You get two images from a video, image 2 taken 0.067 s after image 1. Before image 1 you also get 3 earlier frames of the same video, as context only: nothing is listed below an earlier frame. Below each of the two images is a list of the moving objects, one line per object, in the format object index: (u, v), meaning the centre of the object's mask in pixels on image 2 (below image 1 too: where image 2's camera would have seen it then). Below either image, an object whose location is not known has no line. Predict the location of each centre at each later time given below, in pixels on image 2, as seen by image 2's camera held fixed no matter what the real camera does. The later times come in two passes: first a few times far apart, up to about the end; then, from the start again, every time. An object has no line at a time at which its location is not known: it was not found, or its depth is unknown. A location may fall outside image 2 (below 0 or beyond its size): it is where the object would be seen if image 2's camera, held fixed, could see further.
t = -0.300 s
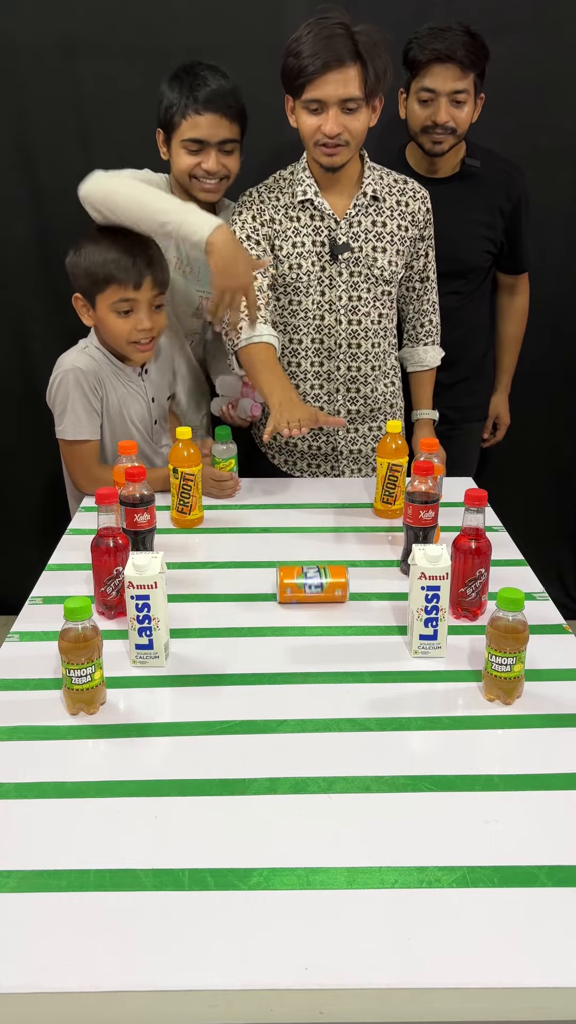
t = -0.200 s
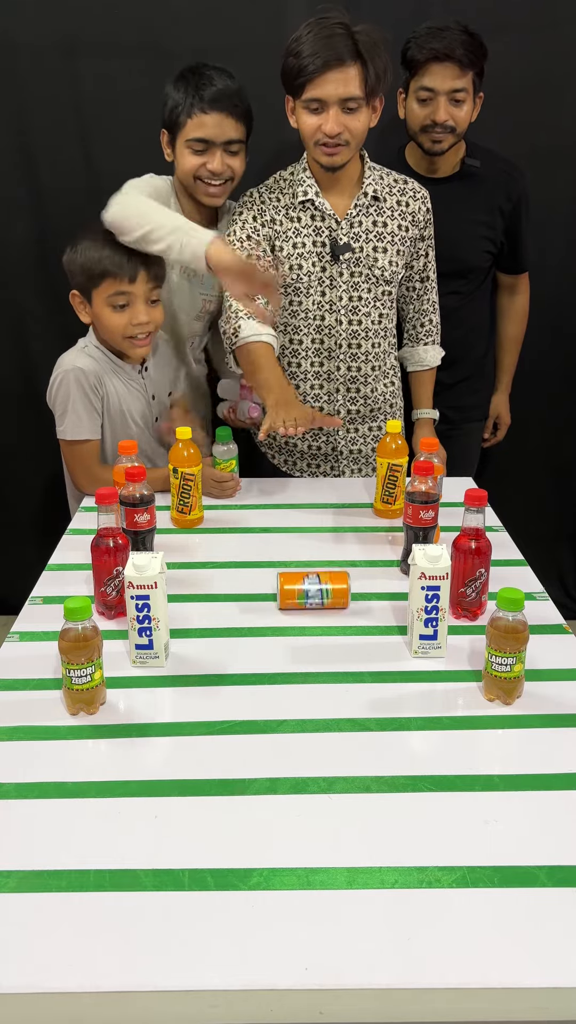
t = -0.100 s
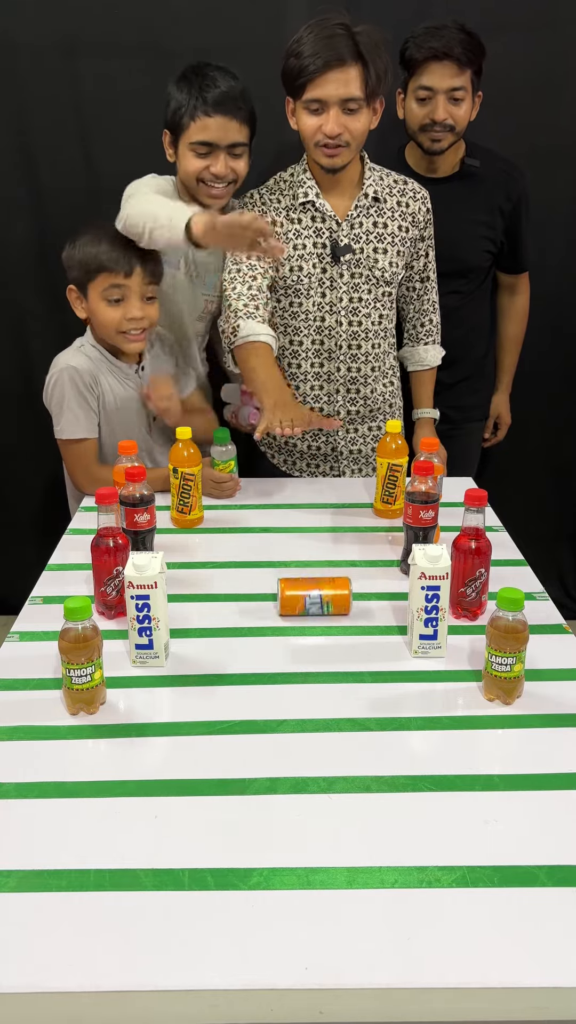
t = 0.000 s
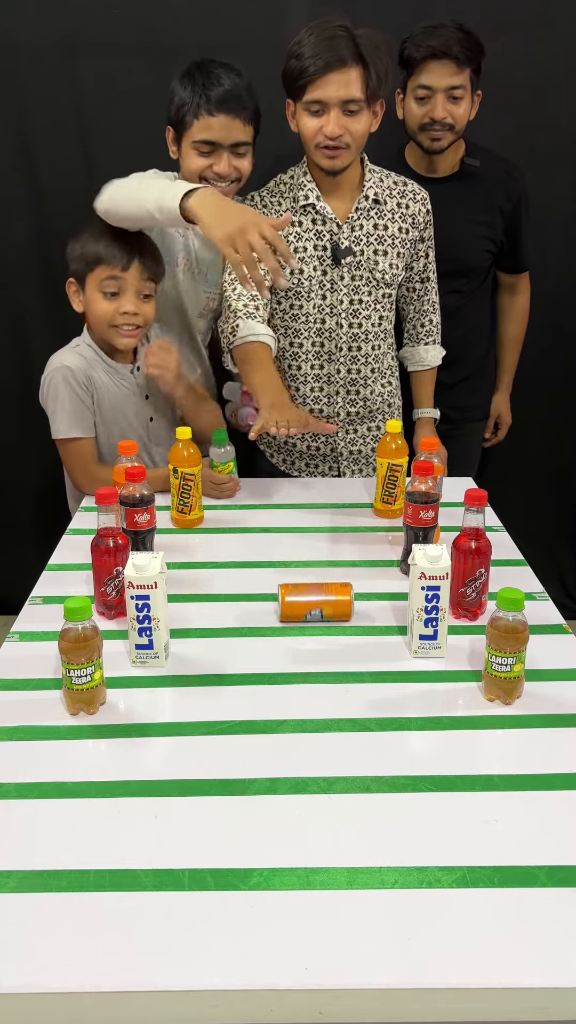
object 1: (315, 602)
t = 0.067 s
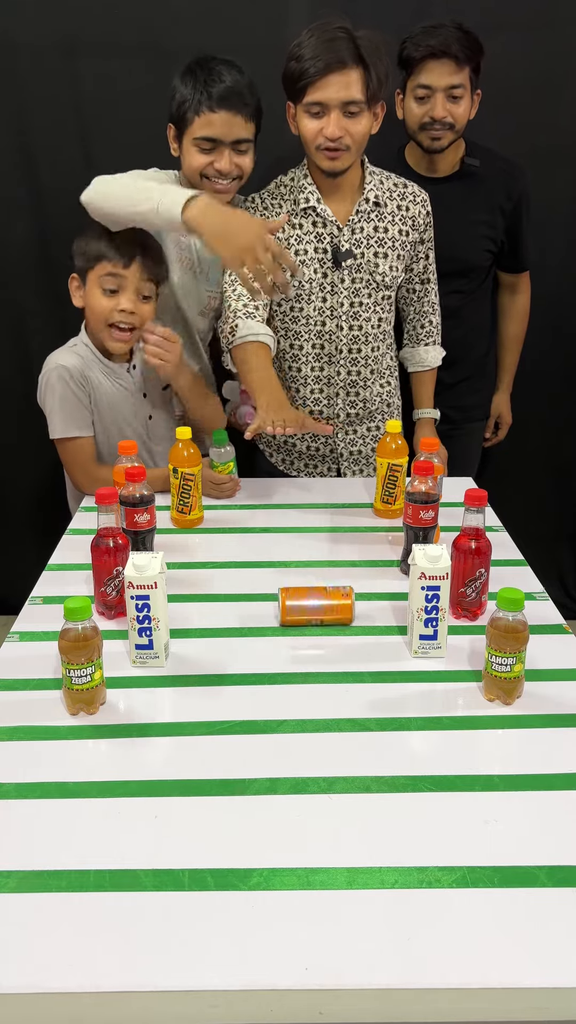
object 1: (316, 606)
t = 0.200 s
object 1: (317, 613)
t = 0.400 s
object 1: (319, 624)
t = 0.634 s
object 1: (322, 638)
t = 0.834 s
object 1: (324, 652)
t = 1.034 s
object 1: (326, 664)
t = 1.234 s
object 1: (328, 676)
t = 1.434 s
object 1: (330, 688)
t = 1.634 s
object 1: (332, 700)
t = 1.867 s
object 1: (335, 715)
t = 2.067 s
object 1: (337, 730)
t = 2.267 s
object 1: (339, 745)
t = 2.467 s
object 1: (342, 757)
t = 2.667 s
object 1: (343, 768)
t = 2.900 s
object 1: (345, 779)
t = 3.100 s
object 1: (347, 790)
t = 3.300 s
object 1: (349, 804)
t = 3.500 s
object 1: (352, 819)
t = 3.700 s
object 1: (355, 836)
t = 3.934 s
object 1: (357, 852)
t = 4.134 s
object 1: (359, 864)
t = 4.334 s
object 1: (361, 873)
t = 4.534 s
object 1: (362, 882)
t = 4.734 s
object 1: (363, 891)
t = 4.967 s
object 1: (364, 899)
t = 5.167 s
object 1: (366, 907)
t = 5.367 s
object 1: (368, 916)
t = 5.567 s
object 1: (370, 927)
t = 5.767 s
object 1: (372, 941)
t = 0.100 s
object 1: (316, 607)
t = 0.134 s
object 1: (316, 609)
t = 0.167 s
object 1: (317, 611)
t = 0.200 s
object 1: (317, 613)
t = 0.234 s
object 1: (318, 615)
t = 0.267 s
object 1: (318, 616)
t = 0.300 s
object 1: (318, 618)
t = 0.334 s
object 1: (318, 620)
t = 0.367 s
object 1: (319, 622)
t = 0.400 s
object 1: (319, 624)
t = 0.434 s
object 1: (320, 626)
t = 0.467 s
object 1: (320, 628)
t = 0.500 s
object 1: (320, 630)
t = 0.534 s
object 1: (321, 632)
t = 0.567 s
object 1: (321, 634)
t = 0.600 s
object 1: (321, 636)
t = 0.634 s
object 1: (322, 638)
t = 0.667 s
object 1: (322, 641)
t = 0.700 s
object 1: (322, 643)
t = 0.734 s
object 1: (323, 645)
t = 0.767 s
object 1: (323, 647)
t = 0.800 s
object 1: (323, 649)
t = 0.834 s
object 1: (324, 652)
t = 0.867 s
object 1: (324, 654)
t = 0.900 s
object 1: (324, 656)
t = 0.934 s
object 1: (325, 658)
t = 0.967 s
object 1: (325, 660)
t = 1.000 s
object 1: (325, 662)
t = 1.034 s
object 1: (326, 664)
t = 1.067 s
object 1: (326, 666)
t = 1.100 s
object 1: (327, 668)
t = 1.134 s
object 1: (327, 670)
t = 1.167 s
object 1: (327, 672)
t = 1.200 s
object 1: (328, 674)
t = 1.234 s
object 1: (328, 676)
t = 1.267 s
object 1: (329, 678)
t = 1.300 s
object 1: (329, 680)
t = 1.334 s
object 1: (329, 682)
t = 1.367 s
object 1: (329, 684)
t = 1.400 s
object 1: (330, 686)
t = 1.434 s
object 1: (330, 688)
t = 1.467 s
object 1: (330, 690)
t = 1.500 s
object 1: (331, 692)
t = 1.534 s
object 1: (331, 694)
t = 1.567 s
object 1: (332, 696)
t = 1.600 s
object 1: (332, 698)
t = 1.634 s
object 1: (332, 700)
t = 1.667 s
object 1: (333, 702)
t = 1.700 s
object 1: (333, 704)
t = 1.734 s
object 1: (333, 707)
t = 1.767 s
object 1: (333, 709)
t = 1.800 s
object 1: (334, 711)
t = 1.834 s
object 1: (334, 713)
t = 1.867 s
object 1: (335, 715)
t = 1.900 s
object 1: (335, 718)
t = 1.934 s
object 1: (335, 720)
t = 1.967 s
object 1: (336, 723)
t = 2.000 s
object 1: (336, 725)
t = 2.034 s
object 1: (337, 727)
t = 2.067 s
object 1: (337, 730)
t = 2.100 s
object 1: (338, 733)
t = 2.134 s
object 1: (338, 735)
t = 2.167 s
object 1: (338, 737)
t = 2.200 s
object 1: (339, 740)
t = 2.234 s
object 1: (339, 742)
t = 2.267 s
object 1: (339, 745)
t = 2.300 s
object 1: (340, 747)
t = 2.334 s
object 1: (340, 749)
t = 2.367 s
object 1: (341, 751)
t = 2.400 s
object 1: (341, 753)
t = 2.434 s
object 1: (341, 755)
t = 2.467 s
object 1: (342, 757)
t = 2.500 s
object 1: (342, 759)
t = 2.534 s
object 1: (342, 761)
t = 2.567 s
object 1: (342, 762)
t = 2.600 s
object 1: (343, 764)
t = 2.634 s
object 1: (343, 766)
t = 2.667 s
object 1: (343, 768)
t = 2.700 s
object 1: (343, 769)
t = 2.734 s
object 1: (344, 770)
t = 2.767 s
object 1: (344, 772)
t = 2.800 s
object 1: (344, 773)
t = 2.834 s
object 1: (344, 775)
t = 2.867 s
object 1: (345, 777)
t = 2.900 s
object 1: (345, 779)
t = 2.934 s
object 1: (345, 780)
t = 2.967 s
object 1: (346, 782)
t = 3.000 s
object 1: (346, 784)
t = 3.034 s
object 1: (346, 786)
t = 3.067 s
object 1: (346, 788)
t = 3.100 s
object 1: (347, 790)
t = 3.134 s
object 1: (347, 792)
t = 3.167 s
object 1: (348, 794)
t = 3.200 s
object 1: (348, 797)
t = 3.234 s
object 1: (348, 799)
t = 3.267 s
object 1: (349, 801)
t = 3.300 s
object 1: (349, 804)
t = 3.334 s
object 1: (349, 807)
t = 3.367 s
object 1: (350, 809)
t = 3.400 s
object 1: (350, 811)
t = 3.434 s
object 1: (351, 814)
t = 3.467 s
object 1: (351, 817)
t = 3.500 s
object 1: (352, 819)
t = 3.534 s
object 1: (352, 822)
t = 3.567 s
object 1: (353, 825)
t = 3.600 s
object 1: (353, 828)
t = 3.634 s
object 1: (354, 830)
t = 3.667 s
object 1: (354, 833)
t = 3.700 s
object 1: (355, 836)
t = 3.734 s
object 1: (355, 839)
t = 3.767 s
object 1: (355, 841)
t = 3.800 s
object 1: (355, 844)
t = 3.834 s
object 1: (356, 846)
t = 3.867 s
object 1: (356, 848)
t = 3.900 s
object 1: (357, 850)
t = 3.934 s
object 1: (357, 852)
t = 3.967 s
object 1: (357, 854)
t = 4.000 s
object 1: (358, 856)
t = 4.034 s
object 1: (358, 858)
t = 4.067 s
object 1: (358, 860)
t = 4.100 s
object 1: (358, 862)
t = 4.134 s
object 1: (359, 864)
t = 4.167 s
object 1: (359, 865)
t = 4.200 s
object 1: (359, 866)
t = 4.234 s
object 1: (360, 868)
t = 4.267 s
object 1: (360, 870)
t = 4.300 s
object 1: (360, 872)
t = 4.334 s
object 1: (361, 873)
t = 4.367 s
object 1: (361, 875)
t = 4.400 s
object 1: (361, 877)
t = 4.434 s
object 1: (361, 879)
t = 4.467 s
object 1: (361, 880)
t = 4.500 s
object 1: (362, 881)
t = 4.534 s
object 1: (362, 882)
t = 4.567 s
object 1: (362, 884)
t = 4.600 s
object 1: (362, 885)
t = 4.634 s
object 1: (362, 887)
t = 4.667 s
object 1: (362, 888)
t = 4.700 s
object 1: (362, 889)
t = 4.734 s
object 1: (363, 891)
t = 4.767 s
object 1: (364, 892)
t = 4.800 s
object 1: (364, 893)
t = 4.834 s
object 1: (364, 894)
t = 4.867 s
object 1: (363, 896)
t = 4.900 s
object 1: (364, 897)
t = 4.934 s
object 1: (364, 898)
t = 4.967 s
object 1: (364, 899)
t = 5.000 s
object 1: (364, 900)
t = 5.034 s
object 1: (365, 901)
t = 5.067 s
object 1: (365, 903)
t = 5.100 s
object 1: (365, 904)
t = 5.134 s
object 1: (366, 905)
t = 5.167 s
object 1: (366, 907)
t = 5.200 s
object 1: (366, 908)
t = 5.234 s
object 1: (367, 910)
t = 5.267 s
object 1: (367, 911)
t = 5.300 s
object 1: (367, 913)
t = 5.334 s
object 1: (367, 914)
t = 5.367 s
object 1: (368, 916)
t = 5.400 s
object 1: (368, 917)
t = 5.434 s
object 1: (368, 919)
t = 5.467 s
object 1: (369, 921)
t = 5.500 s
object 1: (369, 923)
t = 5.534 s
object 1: (369, 925)
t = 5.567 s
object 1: (370, 927)
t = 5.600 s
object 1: (370, 929)
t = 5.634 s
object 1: (370, 931)
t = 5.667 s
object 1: (371, 933)
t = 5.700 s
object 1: (371, 936)
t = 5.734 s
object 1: (371, 938)
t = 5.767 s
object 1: (372, 941)
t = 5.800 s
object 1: (372, 944)
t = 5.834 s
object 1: (373, 947)
